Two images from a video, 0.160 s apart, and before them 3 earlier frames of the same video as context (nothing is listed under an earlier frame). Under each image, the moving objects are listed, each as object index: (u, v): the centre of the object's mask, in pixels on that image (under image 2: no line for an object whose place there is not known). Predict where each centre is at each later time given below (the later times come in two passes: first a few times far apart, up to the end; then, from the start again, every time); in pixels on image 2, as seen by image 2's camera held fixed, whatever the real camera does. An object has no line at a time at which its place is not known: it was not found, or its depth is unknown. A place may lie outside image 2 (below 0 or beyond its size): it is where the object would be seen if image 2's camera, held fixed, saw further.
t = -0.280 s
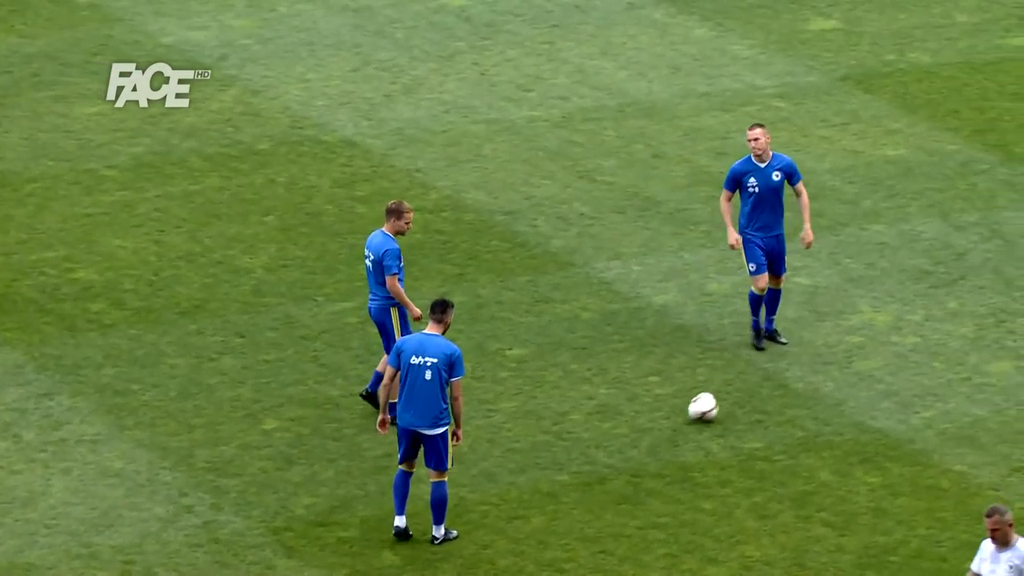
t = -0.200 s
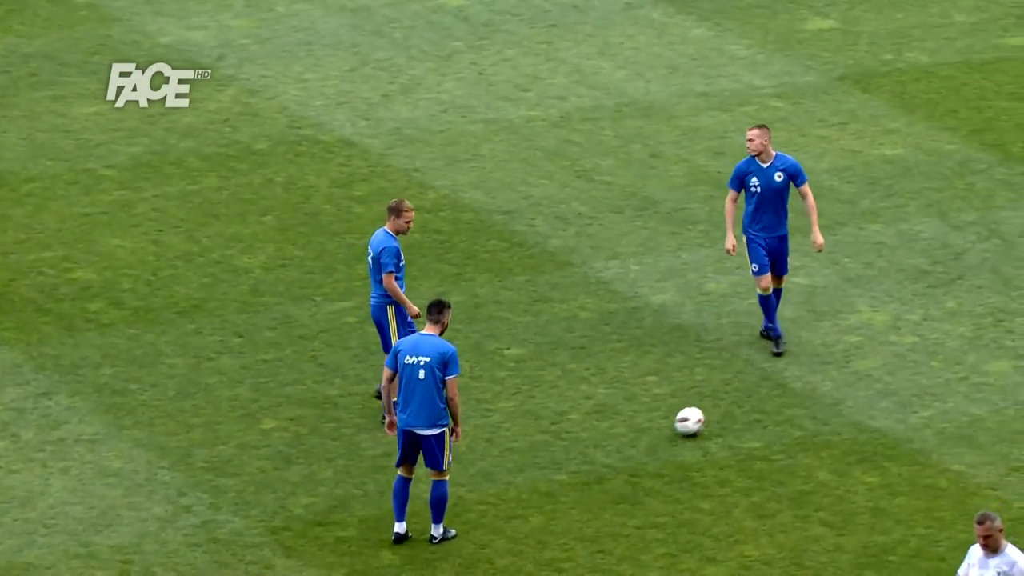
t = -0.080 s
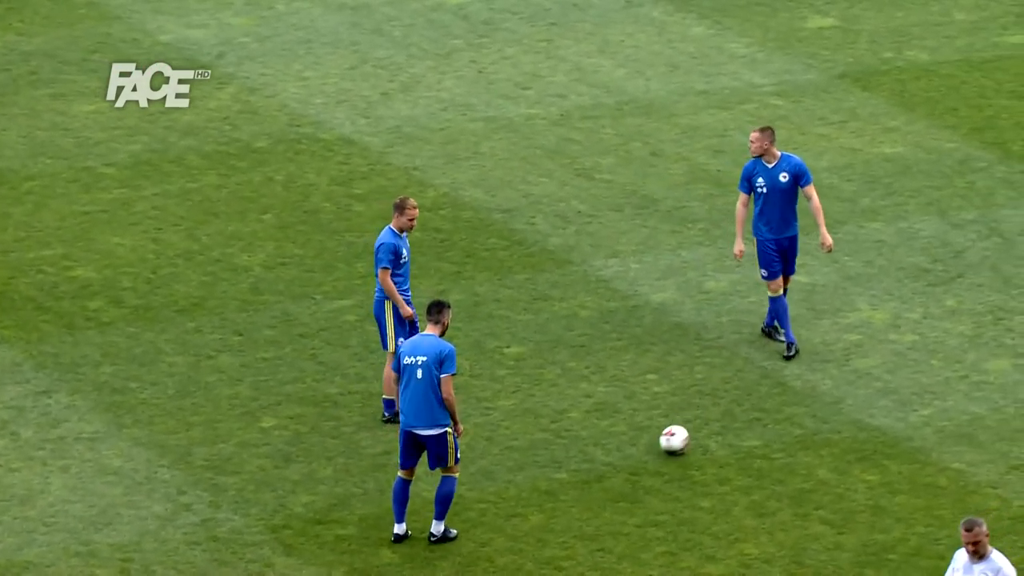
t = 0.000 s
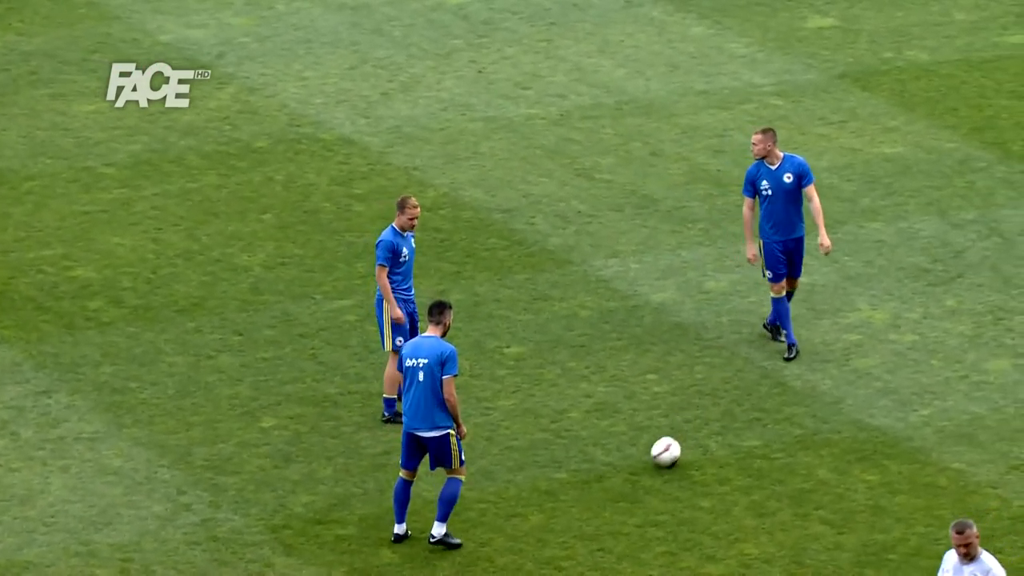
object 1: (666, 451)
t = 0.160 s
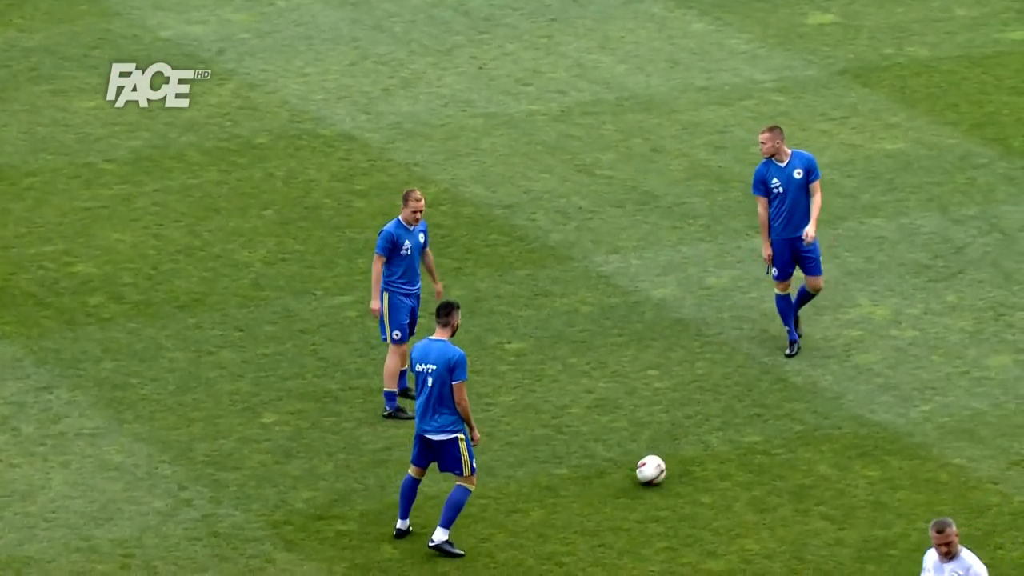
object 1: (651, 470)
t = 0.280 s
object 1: (641, 483)
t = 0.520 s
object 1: (625, 508)
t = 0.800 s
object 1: (608, 537)
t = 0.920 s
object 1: (601, 548)
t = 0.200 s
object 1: (647, 474)
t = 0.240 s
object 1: (644, 479)
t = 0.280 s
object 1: (641, 483)
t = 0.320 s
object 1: (638, 488)
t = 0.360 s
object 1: (635, 492)
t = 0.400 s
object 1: (633, 497)
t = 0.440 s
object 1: (630, 500)
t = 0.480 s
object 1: (627, 504)
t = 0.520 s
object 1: (625, 508)
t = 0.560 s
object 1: (622, 512)
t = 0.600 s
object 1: (620, 516)
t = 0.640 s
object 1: (618, 520)
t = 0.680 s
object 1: (615, 524)
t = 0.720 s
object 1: (613, 528)
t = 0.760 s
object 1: (610, 532)
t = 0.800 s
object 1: (608, 537)
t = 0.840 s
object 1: (605, 541)
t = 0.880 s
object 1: (603, 544)
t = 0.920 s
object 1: (601, 548)
